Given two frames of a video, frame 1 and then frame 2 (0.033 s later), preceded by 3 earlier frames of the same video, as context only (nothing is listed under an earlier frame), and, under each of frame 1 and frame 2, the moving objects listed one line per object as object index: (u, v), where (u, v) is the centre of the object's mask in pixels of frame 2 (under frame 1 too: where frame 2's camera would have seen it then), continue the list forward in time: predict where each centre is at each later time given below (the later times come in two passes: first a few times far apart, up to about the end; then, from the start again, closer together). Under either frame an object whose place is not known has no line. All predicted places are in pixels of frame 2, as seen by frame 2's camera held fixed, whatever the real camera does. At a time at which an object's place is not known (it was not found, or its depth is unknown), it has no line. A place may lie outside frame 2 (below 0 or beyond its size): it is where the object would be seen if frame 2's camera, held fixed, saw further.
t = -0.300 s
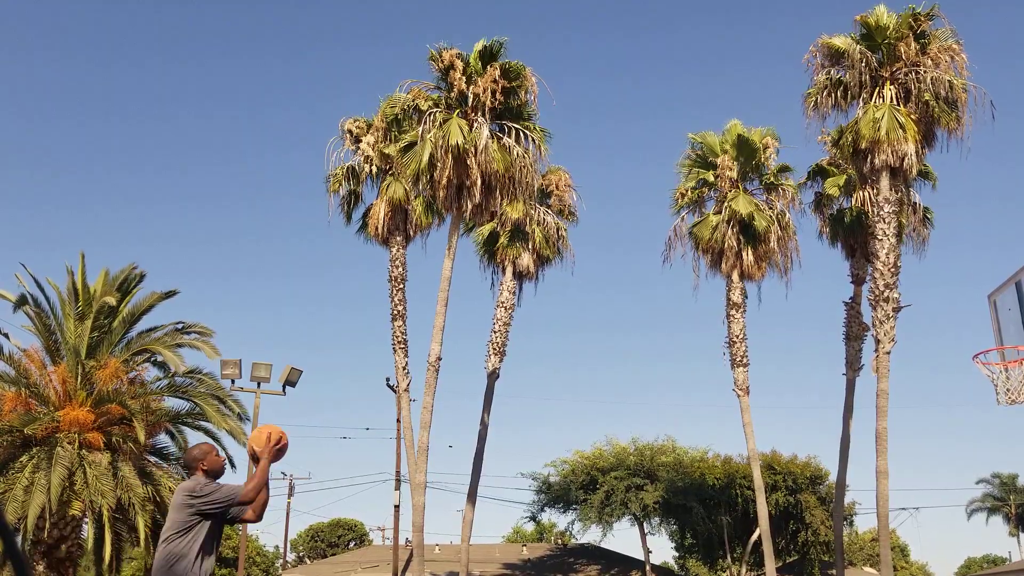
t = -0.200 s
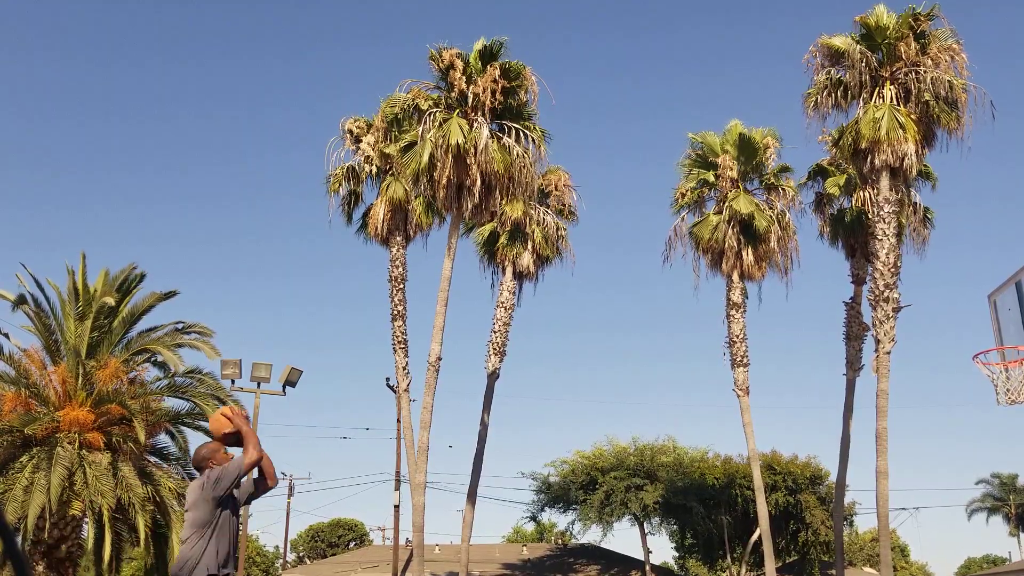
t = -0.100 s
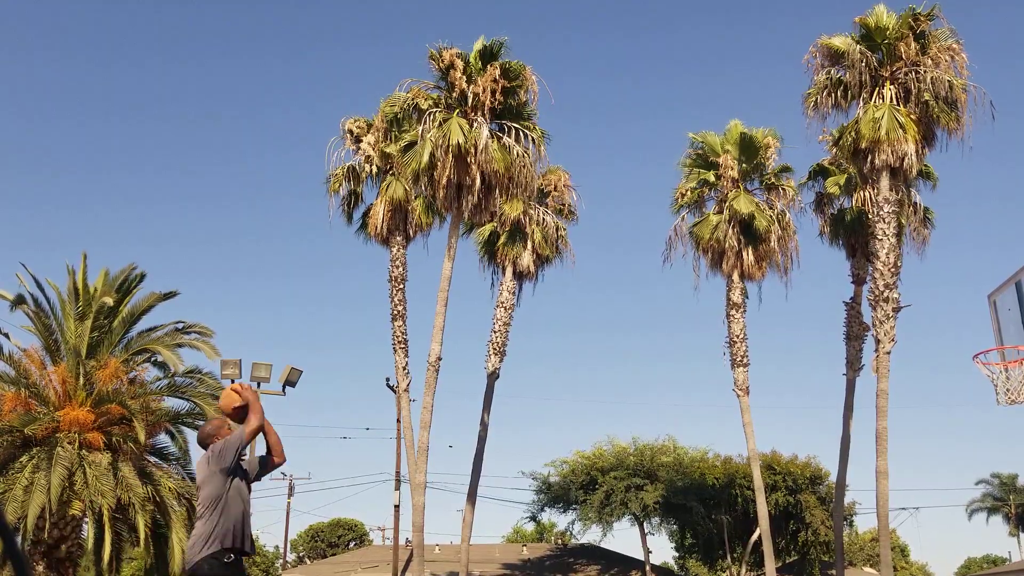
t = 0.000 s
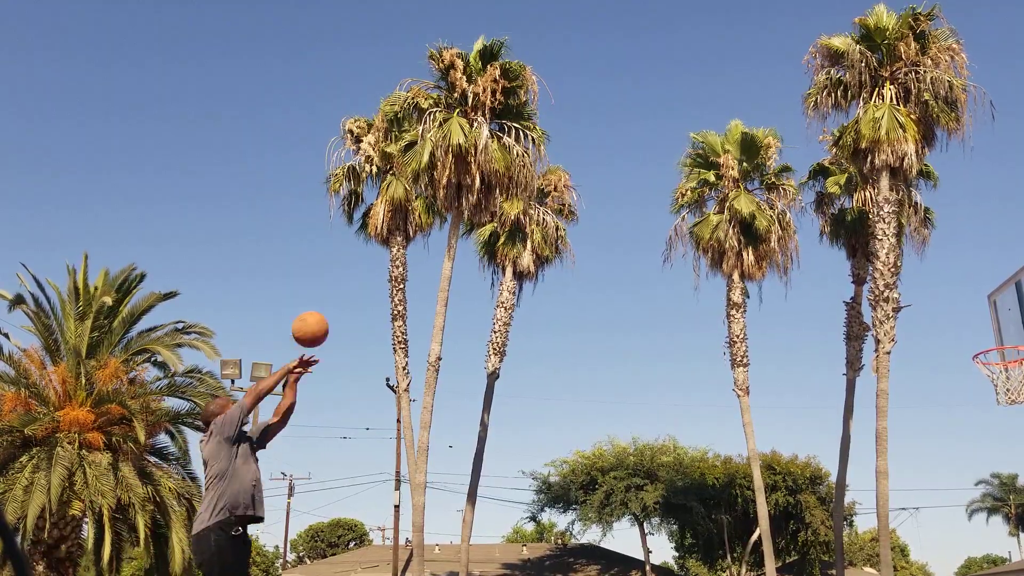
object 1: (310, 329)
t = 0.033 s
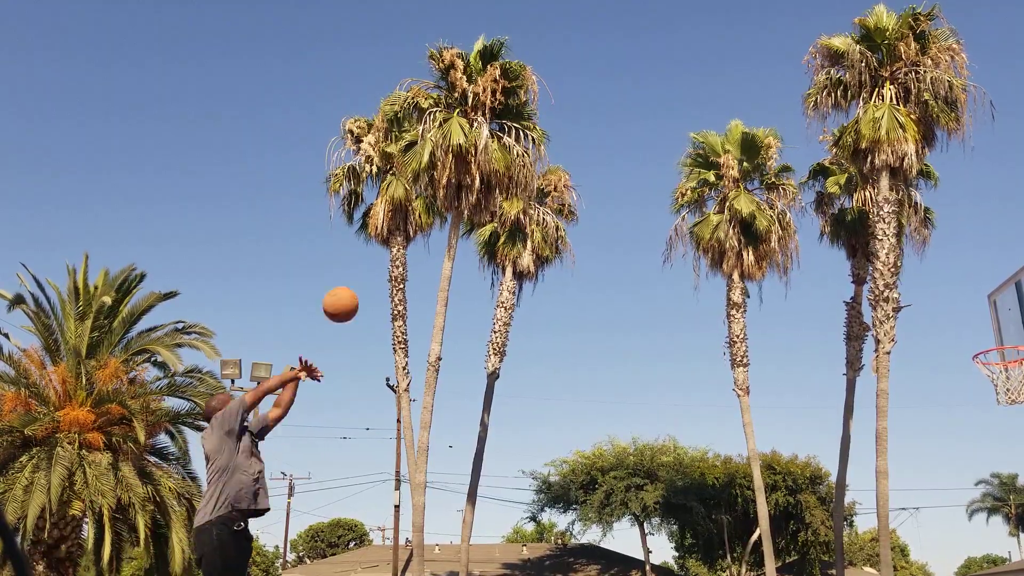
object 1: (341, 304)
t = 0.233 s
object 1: (497, 207)
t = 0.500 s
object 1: (665, 172)
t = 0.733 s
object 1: (796, 206)
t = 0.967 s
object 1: (923, 295)
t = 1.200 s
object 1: (913, 311)
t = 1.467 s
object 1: (801, 300)
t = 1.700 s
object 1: (710, 358)
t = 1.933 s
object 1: (621, 486)
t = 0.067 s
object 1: (369, 282)
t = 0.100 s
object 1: (397, 263)
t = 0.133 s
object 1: (424, 246)
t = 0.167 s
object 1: (449, 231)
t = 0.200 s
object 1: (474, 218)
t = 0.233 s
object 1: (497, 207)
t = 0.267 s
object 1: (520, 197)
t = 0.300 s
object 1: (542, 189)
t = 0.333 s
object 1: (563, 183)
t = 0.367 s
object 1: (585, 178)
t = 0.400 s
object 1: (605, 175)
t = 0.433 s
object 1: (625, 172)
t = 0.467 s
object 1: (645, 171)
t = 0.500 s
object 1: (665, 172)
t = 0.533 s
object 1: (684, 173)
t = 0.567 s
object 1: (703, 175)
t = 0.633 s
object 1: (740, 184)
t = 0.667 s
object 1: (759, 191)
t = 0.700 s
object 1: (777, 198)
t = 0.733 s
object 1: (796, 206)
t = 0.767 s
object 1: (814, 216)
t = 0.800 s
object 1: (832, 226)
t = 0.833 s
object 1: (850, 238)
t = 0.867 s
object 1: (868, 251)
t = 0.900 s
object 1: (887, 264)
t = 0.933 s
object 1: (905, 279)
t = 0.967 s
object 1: (923, 295)
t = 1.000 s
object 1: (941, 312)
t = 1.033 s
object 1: (959, 330)
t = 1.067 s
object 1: (973, 346)
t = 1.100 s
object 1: (958, 336)
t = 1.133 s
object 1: (943, 326)
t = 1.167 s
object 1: (928, 318)
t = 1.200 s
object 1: (913, 311)
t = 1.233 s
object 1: (899, 305)
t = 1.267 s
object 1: (884, 300)
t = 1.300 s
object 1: (870, 297)
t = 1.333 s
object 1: (856, 295)
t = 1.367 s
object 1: (842, 294)
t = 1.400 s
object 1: (829, 295)
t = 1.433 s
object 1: (815, 297)
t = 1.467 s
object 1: (801, 300)
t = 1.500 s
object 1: (788, 305)
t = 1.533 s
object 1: (774, 310)
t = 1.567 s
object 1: (761, 317)
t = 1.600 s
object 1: (748, 325)
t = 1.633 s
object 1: (735, 335)
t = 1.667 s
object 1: (722, 346)
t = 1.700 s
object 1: (710, 358)
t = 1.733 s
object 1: (697, 372)
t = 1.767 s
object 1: (685, 387)
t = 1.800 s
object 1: (672, 404)
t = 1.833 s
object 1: (660, 422)
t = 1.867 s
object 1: (647, 441)
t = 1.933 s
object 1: (621, 486)
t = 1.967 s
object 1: (609, 510)
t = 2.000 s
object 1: (596, 537)
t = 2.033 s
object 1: (583, 564)
